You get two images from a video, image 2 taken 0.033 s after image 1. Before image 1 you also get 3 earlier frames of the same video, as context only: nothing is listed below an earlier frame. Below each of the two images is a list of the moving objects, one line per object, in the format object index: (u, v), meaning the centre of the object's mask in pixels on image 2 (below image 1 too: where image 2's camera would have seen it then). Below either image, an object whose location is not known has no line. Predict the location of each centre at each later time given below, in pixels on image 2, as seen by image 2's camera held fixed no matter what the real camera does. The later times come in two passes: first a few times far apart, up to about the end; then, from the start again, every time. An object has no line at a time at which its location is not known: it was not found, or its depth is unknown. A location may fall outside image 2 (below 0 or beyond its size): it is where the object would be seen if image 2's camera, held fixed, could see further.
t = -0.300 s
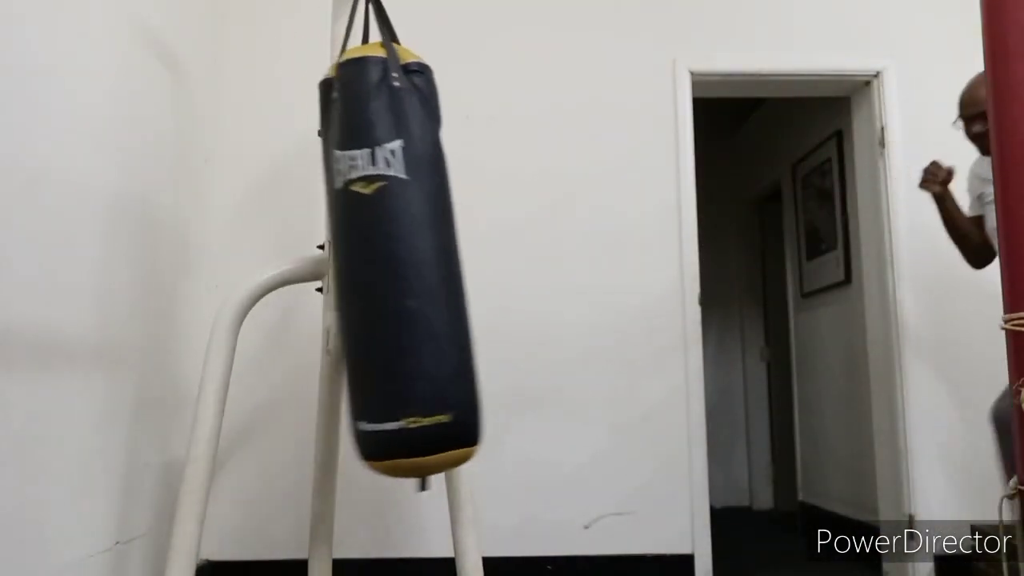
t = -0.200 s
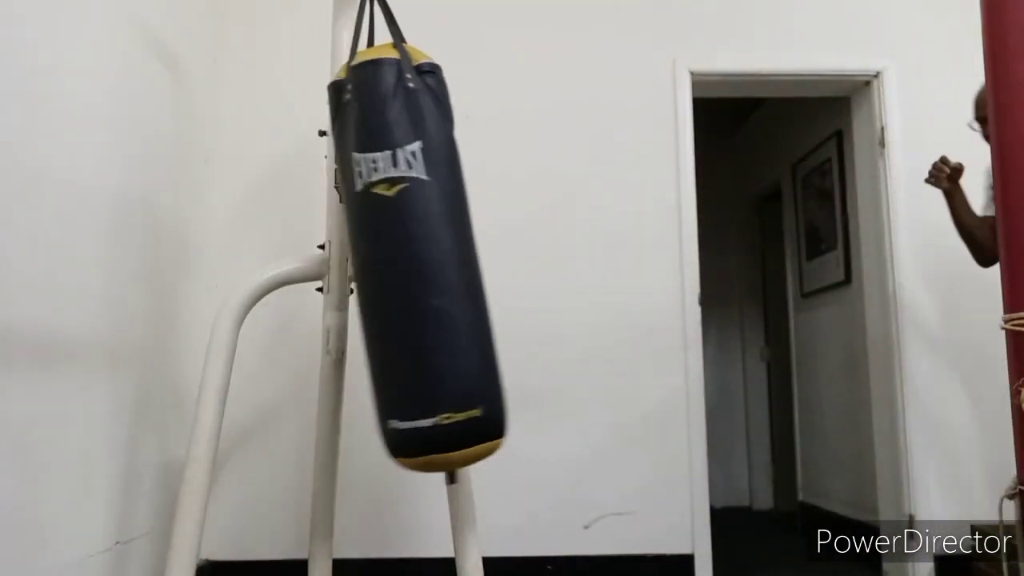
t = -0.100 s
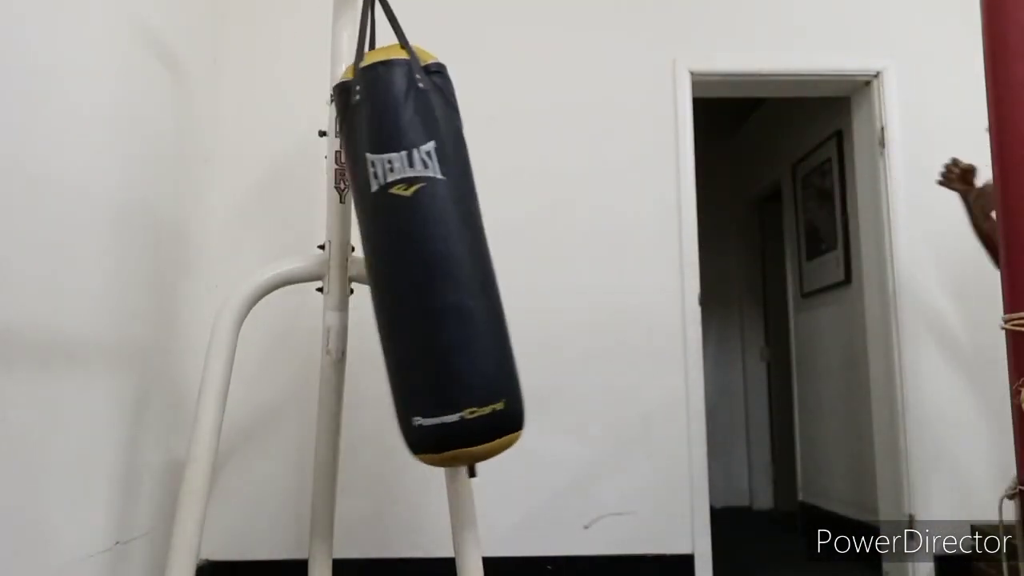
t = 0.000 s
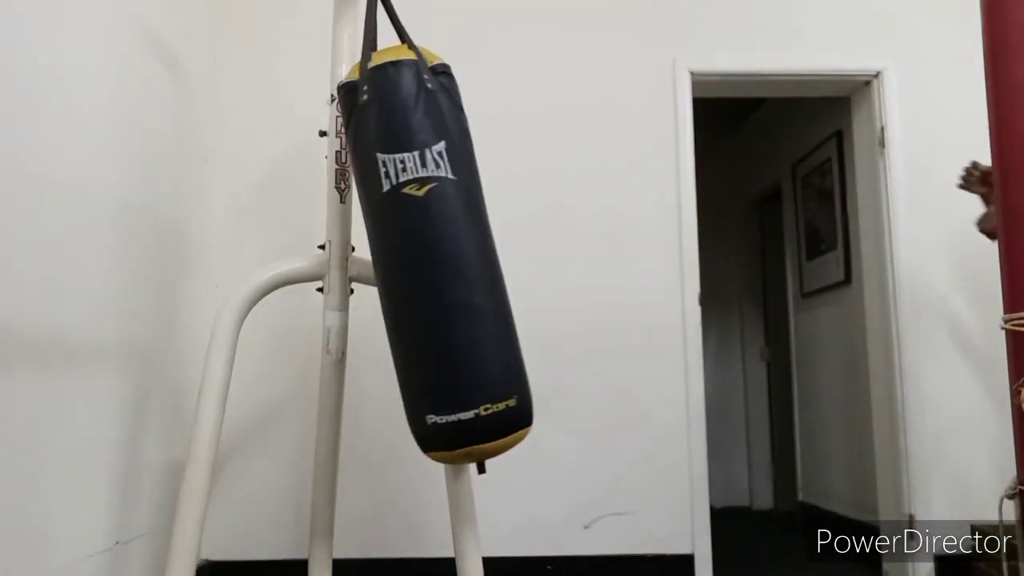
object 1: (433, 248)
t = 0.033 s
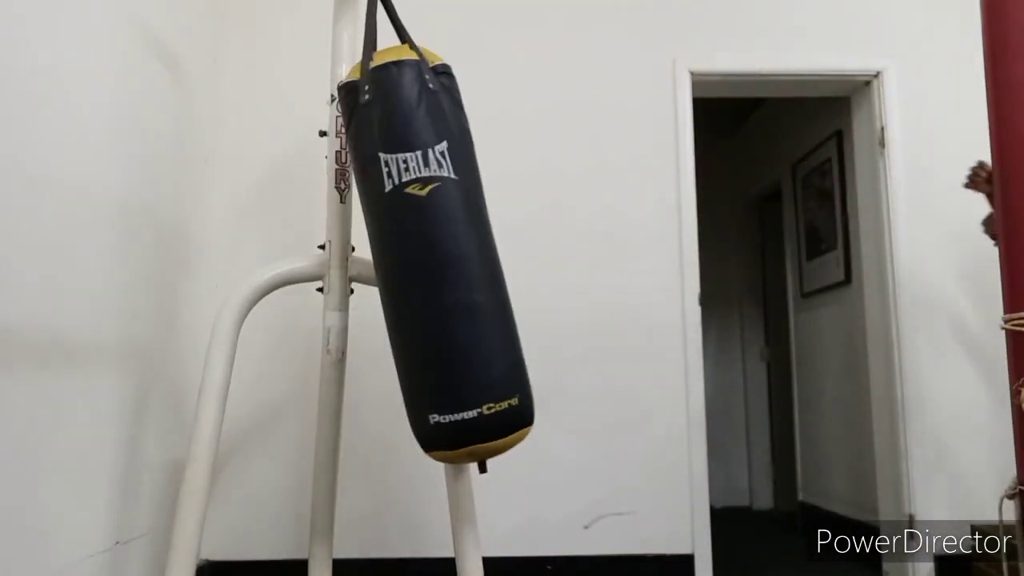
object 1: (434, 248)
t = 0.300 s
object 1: (416, 252)
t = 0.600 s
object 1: (355, 259)
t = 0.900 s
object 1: (288, 257)
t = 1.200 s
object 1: (271, 256)
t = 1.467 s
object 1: (314, 257)
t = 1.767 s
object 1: (385, 256)
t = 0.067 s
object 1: (433, 248)
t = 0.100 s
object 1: (433, 248)
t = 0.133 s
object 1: (432, 249)
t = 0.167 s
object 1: (430, 249)
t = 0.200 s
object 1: (428, 249)
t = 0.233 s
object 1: (424, 250)
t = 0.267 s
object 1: (421, 251)
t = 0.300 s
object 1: (416, 252)
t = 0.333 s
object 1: (411, 253)
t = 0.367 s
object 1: (406, 254)
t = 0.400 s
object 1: (400, 254)
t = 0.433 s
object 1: (393, 256)
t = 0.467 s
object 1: (386, 257)
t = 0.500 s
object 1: (379, 257)
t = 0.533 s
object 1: (371, 258)
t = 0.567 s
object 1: (363, 259)
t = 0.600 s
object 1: (355, 259)
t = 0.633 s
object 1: (347, 259)
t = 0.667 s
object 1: (339, 259)
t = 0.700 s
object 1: (331, 259)
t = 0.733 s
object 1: (323, 259)
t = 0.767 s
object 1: (315, 258)
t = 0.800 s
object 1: (308, 259)
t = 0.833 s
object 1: (301, 258)
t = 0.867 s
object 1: (294, 257)
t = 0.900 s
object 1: (288, 257)
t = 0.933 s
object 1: (283, 256)
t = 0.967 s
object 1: (279, 256)
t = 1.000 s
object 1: (275, 255)
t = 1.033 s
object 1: (272, 255)
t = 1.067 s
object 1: (270, 255)
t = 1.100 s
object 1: (268, 255)
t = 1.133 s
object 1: (268, 255)
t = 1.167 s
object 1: (269, 255)
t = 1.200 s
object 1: (271, 256)
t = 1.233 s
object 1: (274, 255)
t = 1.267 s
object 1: (277, 256)
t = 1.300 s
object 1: (282, 256)
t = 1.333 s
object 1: (287, 257)
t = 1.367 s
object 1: (293, 257)
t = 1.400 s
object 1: (299, 257)
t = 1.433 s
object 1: (306, 257)
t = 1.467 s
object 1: (314, 257)
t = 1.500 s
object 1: (322, 257)
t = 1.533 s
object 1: (329, 257)
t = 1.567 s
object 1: (338, 258)
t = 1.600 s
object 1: (346, 258)
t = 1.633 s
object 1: (354, 256)
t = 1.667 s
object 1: (362, 257)
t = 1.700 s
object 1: (370, 257)
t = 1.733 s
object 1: (377, 257)
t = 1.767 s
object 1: (385, 256)
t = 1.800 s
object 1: (392, 255)
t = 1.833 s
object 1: (398, 255)
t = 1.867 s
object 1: (404, 254)
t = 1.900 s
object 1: (410, 253)
